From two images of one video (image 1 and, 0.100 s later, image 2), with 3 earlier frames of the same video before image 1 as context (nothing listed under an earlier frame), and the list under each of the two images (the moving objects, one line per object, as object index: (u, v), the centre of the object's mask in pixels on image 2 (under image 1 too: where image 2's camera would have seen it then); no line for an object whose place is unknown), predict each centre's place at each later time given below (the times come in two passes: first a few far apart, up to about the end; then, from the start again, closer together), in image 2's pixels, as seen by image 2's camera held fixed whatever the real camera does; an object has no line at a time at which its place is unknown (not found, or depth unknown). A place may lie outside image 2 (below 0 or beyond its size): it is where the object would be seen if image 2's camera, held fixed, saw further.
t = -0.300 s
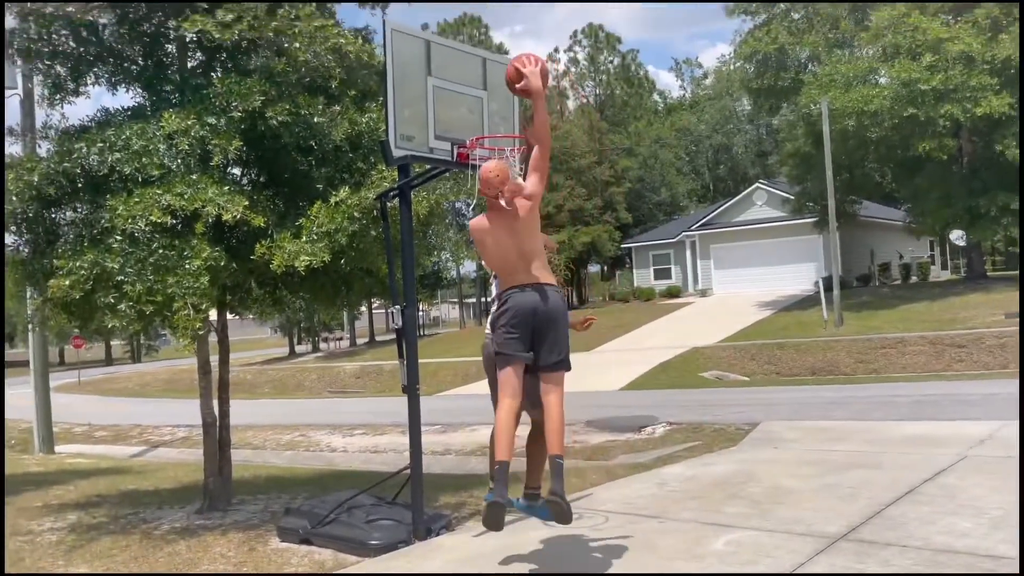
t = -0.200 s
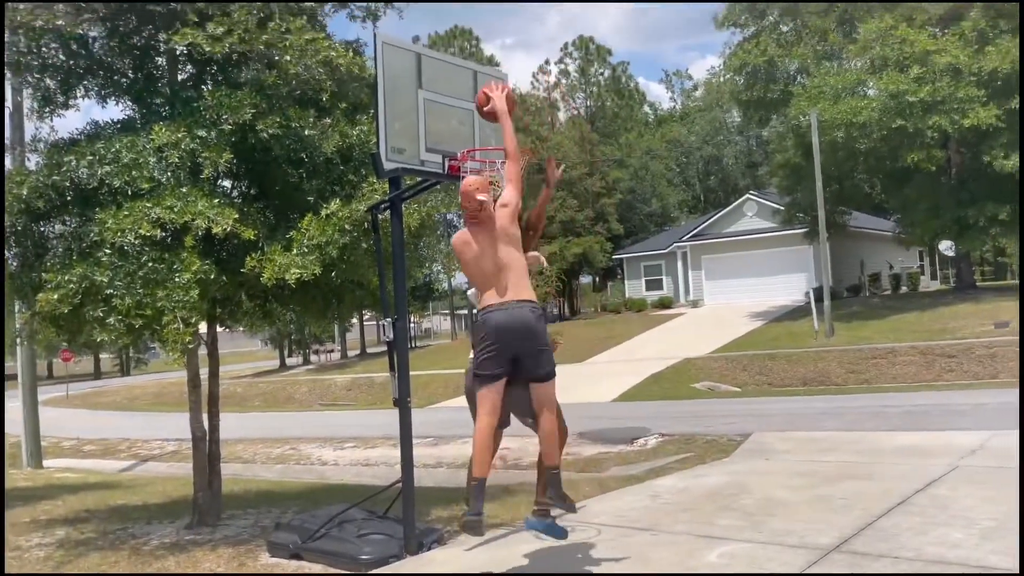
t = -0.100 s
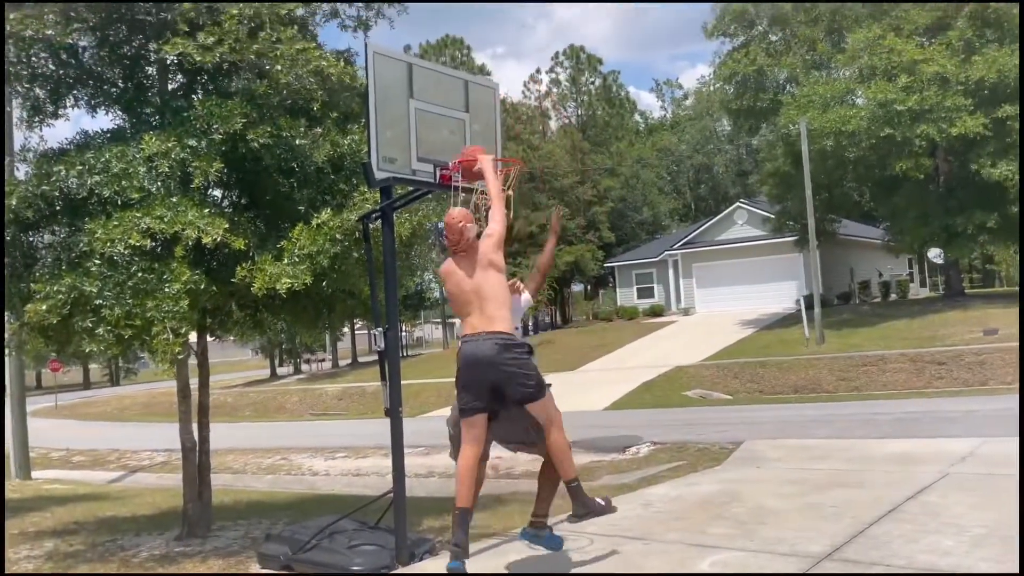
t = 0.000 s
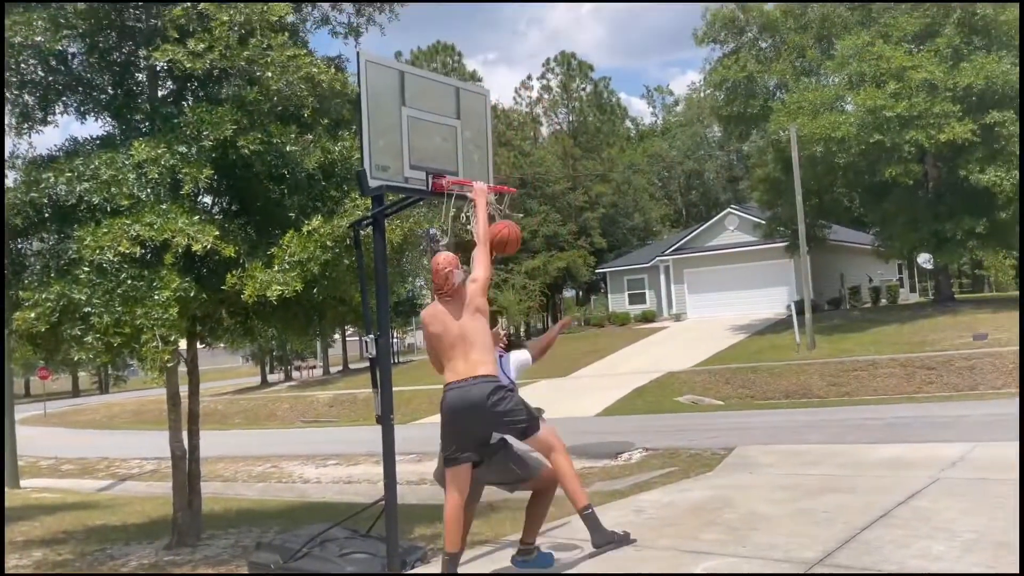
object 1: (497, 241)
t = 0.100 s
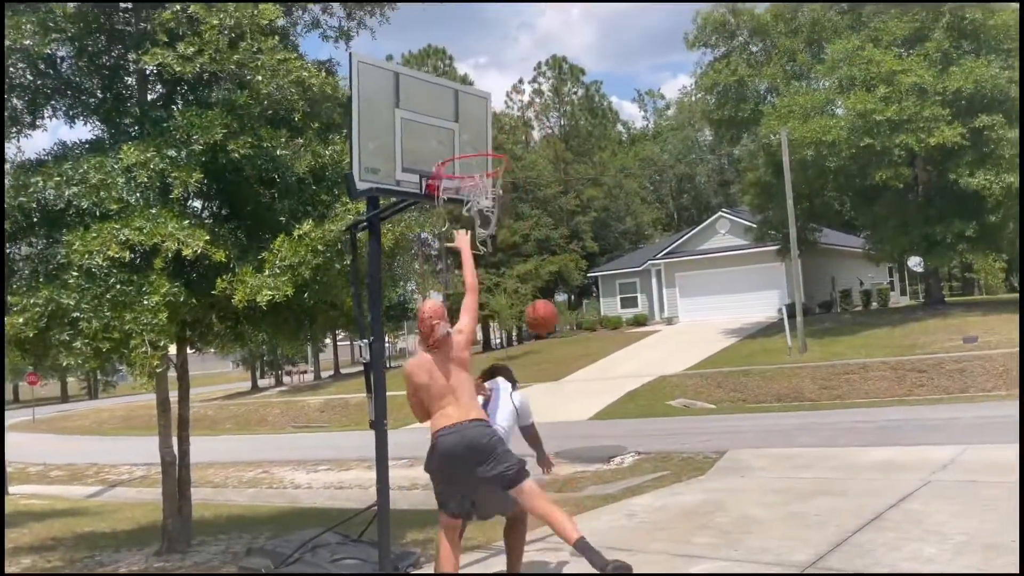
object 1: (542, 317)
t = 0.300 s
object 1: (630, 504)
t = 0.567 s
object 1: (709, 385)
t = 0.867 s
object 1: (801, 278)
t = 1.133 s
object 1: (892, 288)
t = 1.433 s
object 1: (1016, 433)
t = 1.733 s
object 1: (1109, 439)
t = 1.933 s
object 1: (1161, 363)
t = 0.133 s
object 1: (556, 345)
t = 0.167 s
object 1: (571, 374)
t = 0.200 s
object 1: (586, 405)
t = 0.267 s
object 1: (615, 470)
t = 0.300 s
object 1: (630, 504)
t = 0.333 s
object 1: (644, 541)
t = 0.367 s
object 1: (654, 527)
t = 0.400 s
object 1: (663, 499)
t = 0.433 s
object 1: (672, 473)
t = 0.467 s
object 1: (681, 448)
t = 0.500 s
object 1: (690, 426)
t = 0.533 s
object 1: (699, 405)
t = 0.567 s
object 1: (709, 385)
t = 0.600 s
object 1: (718, 367)
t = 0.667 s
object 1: (738, 336)
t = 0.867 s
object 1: (801, 278)
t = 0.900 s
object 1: (812, 274)
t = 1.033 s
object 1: (858, 272)
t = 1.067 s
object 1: (870, 275)
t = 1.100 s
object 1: (882, 281)
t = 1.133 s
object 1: (892, 288)
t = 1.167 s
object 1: (906, 298)
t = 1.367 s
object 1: (987, 388)
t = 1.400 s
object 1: (1001, 410)
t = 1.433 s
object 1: (1016, 433)
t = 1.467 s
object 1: (1030, 458)
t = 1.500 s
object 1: (1045, 485)
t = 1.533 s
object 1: (1062, 515)
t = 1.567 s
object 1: (1075, 538)
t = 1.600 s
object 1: (1079, 525)
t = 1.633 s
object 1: (1086, 502)
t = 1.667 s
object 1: (1093, 479)
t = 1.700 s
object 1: (1101, 458)
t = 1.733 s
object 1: (1109, 439)
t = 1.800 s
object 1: (1115, 407)
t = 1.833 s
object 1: (1122, 394)
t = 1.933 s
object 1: (1161, 363)
